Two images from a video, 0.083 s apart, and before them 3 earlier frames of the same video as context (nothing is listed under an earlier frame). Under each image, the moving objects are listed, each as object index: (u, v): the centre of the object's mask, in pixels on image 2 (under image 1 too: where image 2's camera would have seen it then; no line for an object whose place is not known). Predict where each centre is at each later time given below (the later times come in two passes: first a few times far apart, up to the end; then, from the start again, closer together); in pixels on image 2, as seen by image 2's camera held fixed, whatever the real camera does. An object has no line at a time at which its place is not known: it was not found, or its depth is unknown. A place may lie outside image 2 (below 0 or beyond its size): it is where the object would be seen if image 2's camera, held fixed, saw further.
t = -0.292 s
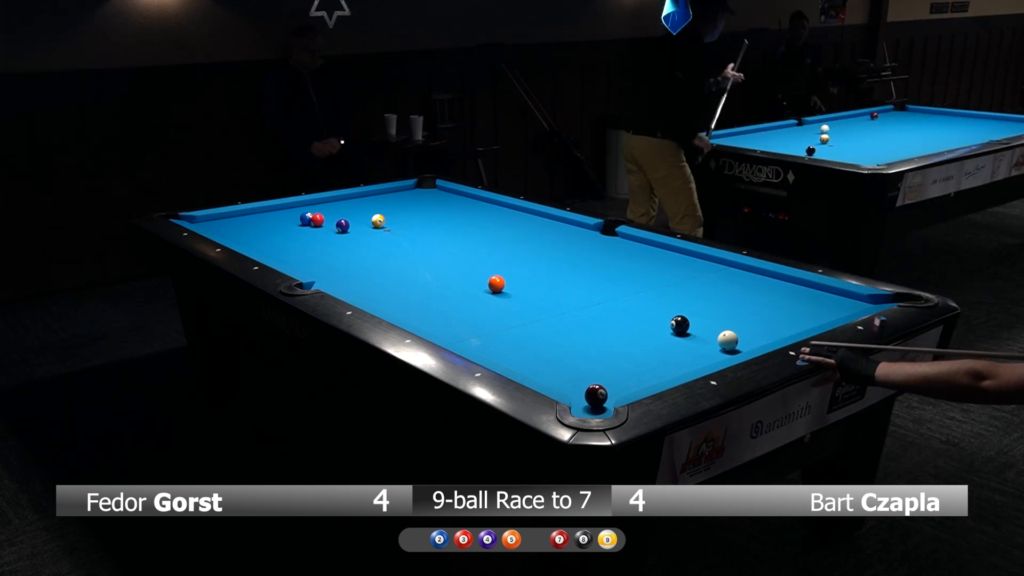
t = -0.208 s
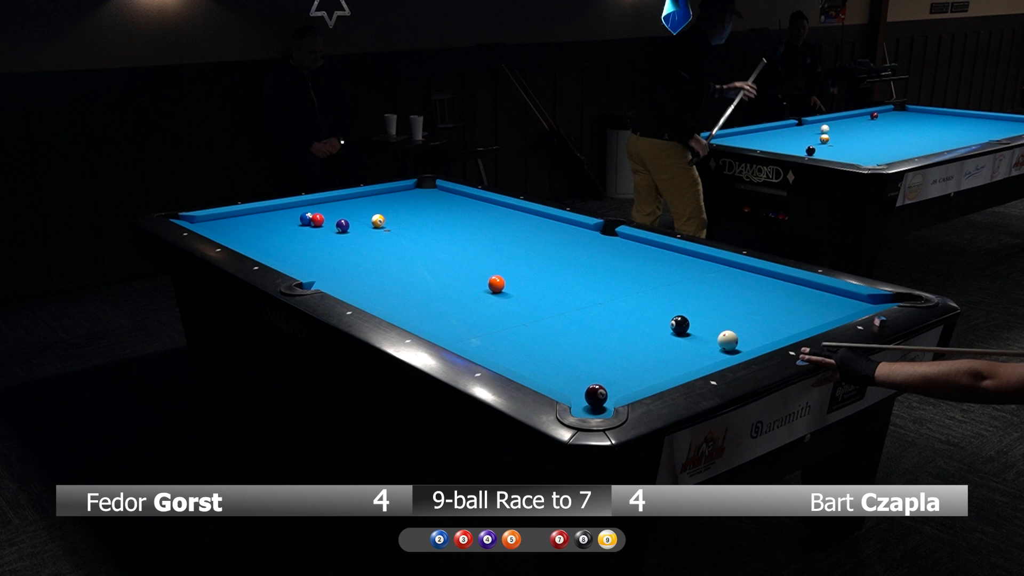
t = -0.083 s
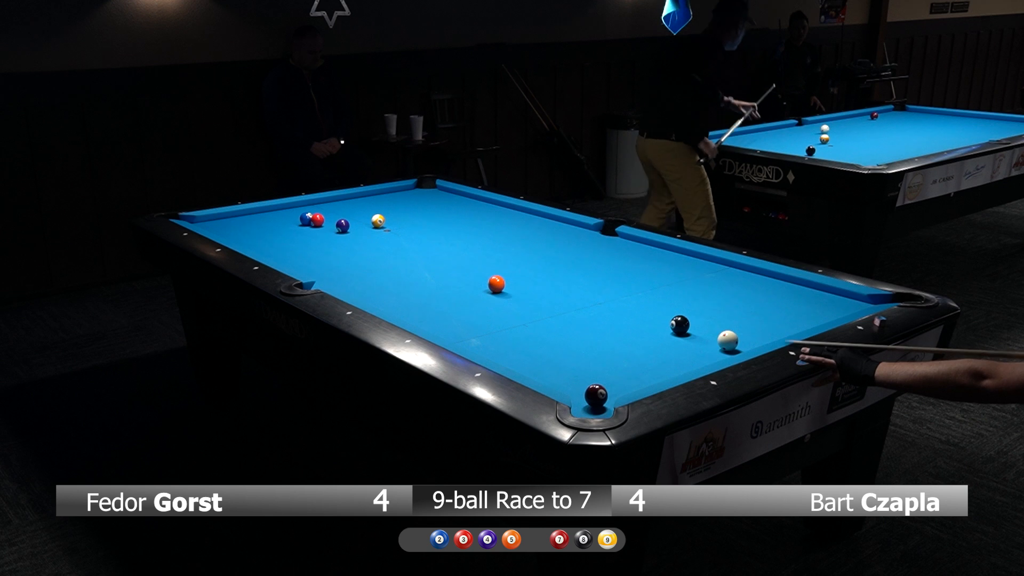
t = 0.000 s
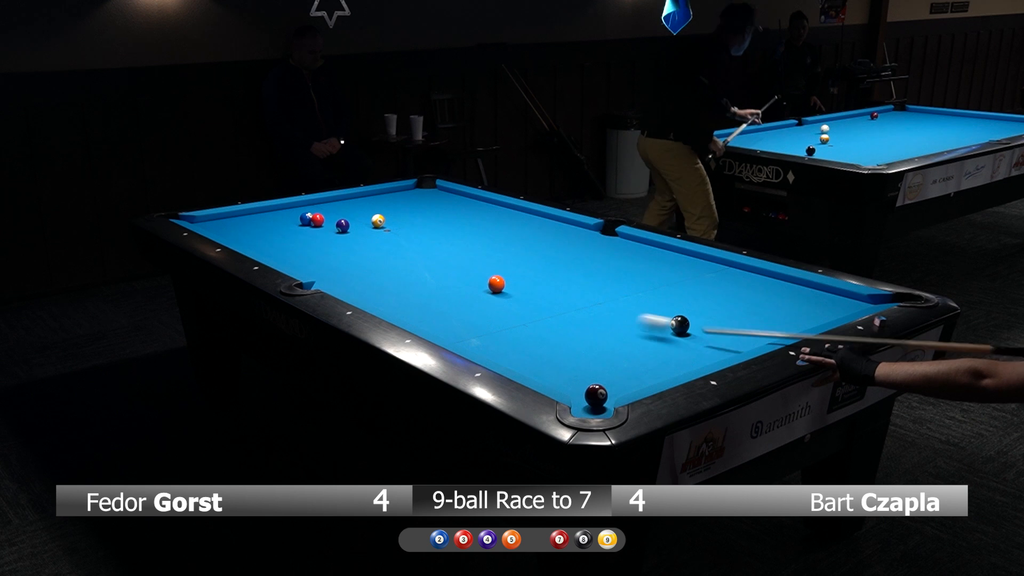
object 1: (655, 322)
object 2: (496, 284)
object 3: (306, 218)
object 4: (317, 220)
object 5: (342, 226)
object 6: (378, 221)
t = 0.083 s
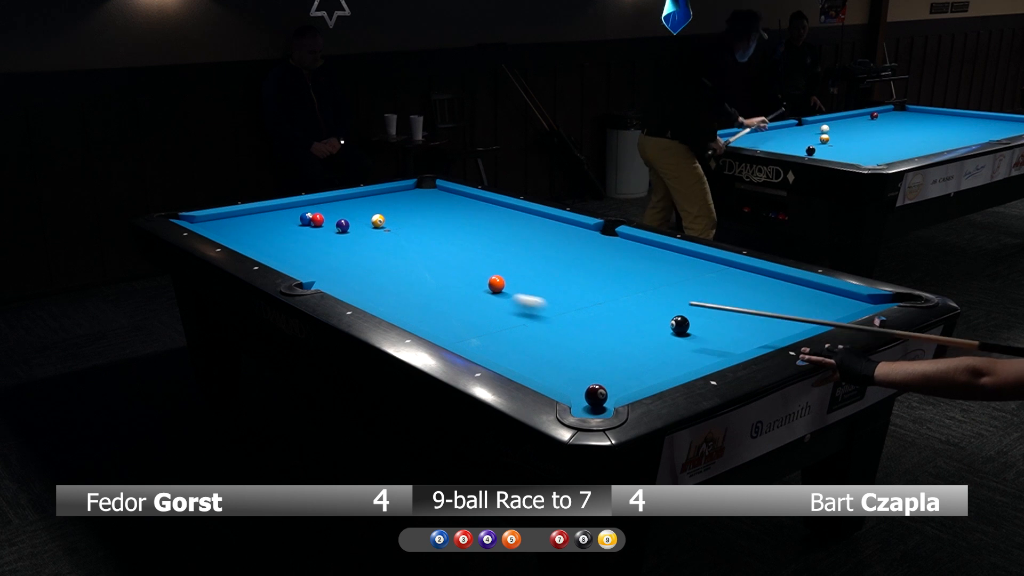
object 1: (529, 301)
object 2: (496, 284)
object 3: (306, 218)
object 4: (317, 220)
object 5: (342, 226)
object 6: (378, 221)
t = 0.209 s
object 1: (371, 276)
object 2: (496, 284)
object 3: (306, 218)
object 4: (317, 220)
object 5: (342, 226)
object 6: (378, 221)
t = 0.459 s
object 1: (257, 225)
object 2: (496, 284)
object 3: (306, 218)
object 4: (317, 220)
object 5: (342, 226)
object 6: (378, 221)
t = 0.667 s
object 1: (316, 214)
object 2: (496, 284)
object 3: (302, 220)
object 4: (327, 221)
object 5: (342, 226)
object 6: (378, 221)
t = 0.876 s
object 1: (392, 206)
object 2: (496, 284)
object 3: (277, 229)
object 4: (359, 220)
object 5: (368, 236)
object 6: (378, 221)
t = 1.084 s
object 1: (459, 198)
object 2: (496, 284)
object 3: (252, 238)
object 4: (373, 218)
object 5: (395, 247)
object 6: (386, 221)
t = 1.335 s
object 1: (452, 206)
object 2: (496, 284)
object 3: (254, 243)
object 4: (384, 214)
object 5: (430, 260)
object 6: (398, 222)
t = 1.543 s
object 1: (433, 216)
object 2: (496, 284)
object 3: (277, 241)
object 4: (393, 212)
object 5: (460, 272)
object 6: (407, 222)
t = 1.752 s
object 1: (429, 223)
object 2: (507, 287)
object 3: (298, 240)
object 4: (401, 209)
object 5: (482, 282)
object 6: (399, 225)
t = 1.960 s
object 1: (437, 229)
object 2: (536, 295)
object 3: (319, 239)
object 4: (409, 207)
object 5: (484, 287)
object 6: (381, 229)
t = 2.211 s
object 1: (446, 236)
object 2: (569, 303)
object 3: (341, 237)
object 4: (417, 205)
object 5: (486, 292)
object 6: (361, 235)
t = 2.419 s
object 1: (454, 242)
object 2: (597, 311)
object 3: (336, 237)
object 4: (423, 203)
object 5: (487, 297)
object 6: (367, 239)
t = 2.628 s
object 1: (461, 248)
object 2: (626, 318)
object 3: (330, 238)
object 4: (428, 201)
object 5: (489, 301)
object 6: (375, 242)
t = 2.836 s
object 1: (469, 254)
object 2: (655, 326)
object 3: (324, 238)
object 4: (433, 200)
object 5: (490, 306)
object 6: (382, 245)
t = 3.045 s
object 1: (477, 261)
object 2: (682, 333)
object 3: (320, 238)
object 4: (438, 198)
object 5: (492, 309)
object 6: (389, 248)
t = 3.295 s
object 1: (487, 268)
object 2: (712, 344)
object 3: (315, 239)
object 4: (442, 197)
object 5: (493, 314)
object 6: (397, 251)
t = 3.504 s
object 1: (495, 274)
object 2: (735, 349)
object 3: (312, 239)
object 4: (446, 196)
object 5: (494, 317)
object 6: (403, 254)
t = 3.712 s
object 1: (503, 281)
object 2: (721, 347)
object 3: (310, 239)
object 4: (449, 195)
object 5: (495, 320)
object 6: (409, 257)
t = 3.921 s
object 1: (512, 287)
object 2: (707, 343)
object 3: (309, 239)
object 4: (451, 194)
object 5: (496, 322)
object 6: (414, 259)
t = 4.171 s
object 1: (522, 294)
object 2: (692, 338)
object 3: (309, 239)
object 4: (454, 193)
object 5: (496, 325)
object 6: (420, 262)
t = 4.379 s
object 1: (530, 300)
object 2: (681, 333)
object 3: (309, 239)
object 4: (456, 193)
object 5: (496, 327)
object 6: (425, 264)
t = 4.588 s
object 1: (538, 306)
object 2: (670, 330)
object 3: (309, 239)
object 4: (457, 192)
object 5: (496, 329)
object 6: (429, 266)
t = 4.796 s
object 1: (546, 312)
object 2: (660, 327)
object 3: (309, 239)
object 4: (456, 192)
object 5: (496, 330)
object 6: (432, 268)
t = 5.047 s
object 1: (556, 319)
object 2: (650, 324)
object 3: (309, 239)
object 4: (456, 192)
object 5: (496, 331)
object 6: (436, 270)
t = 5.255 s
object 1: (564, 324)
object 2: (643, 321)
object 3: (309, 239)
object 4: (456, 192)
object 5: (497, 331)
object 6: (438, 271)
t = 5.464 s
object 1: (571, 329)
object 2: (636, 319)
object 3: (309, 239)
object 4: (456, 192)
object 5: (497, 331)
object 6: (441, 272)
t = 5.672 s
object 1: (578, 334)
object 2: (631, 318)
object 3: (309, 239)
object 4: (456, 192)
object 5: (497, 331)
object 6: (442, 273)
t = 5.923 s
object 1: (586, 340)
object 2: (625, 316)
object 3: (309, 239)
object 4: (456, 192)
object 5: (497, 331)
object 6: (443, 274)
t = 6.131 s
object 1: (592, 345)
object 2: (622, 315)
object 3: (309, 239)
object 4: (456, 192)
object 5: (497, 331)
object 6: (444, 274)
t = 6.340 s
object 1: (598, 349)
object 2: (619, 314)
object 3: (309, 239)
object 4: (456, 192)
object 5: (496, 331)
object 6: (444, 274)
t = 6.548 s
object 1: (603, 353)
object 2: (617, 313)
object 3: (309, 239)
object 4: (456, 192)
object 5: (497, 331)
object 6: (444, 274)
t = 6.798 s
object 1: (609, 357)
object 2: (616, 312)
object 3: (309, 239)
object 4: (456, 192)
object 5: (497, 331)
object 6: (444, 274)
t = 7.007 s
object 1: (613, 361)
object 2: (616, 312)
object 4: (456, 192)
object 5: (497, 331)
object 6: (444, 274)
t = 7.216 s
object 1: (616, 363)
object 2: (616, 312)
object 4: (456, 192)
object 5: (496, 331)
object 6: (444, 274)
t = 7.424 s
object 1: (619, 366)
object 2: (616, 312)
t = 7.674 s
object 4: (456, 192)
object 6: (440, 269)
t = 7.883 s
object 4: (456, 192)
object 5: (496, 331)
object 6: (444, 274)
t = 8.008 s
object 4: (456, 192)
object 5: (496, 331)
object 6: (444, 274)
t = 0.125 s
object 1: (472, 292)
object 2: (496, 284)
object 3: (306, 218)
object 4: (317, 220)
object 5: (342, 226)
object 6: (378, 221)
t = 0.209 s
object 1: (371, 276)
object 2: (496, 284)
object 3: (306, 218)
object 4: (317, 220)
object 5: (342, 226)
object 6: (378, 221)
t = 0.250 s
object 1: (326, 269)
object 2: (496, 284)
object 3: (306, 218)
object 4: (317, 220)
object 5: (342, 226)
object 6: (378, 221)
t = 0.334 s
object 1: (273, 251)
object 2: (496, 284)
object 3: (306, 218)
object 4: (317, 220)
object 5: (342, 226)
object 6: (378, 221)
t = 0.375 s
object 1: (268, 242)
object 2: (496, 284)
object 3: (306, 218)
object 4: (317, 220)
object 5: (342, 226)
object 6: (378, 220)
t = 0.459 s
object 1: (257, 225)
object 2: (496, 284)
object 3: (306, 218)
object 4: (317, 220)
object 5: (342, 226)
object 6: (378, 221)
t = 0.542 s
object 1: (247, 211)
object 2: (496, 284)
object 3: (306, 218)
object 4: (317, 220)
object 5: (342, 226)
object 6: (378, 221)
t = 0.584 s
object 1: (272, 213)
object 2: (496, 284)
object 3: (306, 218)
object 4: (317, 220)
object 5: (342, 226)
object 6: (378, 221)
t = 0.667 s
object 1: (316, 214)
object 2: (496, 284)
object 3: (302, 220)
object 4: (327, 221)
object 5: (342, 226)
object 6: (378, 221)
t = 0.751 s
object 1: (349, 210)
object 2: (496, 284)
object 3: (291, 224)
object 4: (343, 221)
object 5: (351, 229)
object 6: (378, 220)
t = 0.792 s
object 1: (363, 209)
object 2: (496, 284)
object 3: (286, 226)
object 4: (349, 221)
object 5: (357, 231)
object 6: (378, 220)
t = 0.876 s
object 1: (392, 206)
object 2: (496, 284)
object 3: (277, 229)
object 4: (359, 220)
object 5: (368, 236)
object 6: (378, 221)
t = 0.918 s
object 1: (406, 204)
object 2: (496, 284)
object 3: (272, 231)
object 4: (363, 220)
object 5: (374, 238)
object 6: (378, 221)
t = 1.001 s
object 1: (433, 201)
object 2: (496, 284)
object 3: (262, 235)
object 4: (368, 219)
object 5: (384, 242)
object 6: (382, 221)
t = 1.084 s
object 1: (459, 198)
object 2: (496, 284)
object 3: (252, 238)
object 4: (373, 218)
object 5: (395, 247)
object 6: (386, 221)
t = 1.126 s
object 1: (472, 197)
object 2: (496, 284)
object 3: (248, 240)
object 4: (375, 217)
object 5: (401, 249)
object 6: (388, 221)
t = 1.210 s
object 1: (465, 200)
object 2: (496, 284)
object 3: (240, 241)
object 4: (379, 216)
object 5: (412, 253)
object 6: (392, 221)
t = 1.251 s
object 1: (461, 202)
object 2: (496, 284)
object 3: (245, 242)
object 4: (381, 215)
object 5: (418, 255)
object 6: (394, 221)
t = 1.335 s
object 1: (452, 206)
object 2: (496, 284)
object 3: (254, 243)
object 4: (384, 214)
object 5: (430, 260)
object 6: (398, 222)
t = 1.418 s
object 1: (444, 210)
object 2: (496, 284)
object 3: (263, 242)
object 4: (388, 213)
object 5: (442, 265)
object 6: (401, 222)
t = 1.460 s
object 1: (441, 212)
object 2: (496, 284)
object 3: (268, 242)
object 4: (390, 213)
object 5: (448, 267)
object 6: (403, 222)
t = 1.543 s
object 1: (433, 216)
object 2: (496, 284)
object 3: (277, 241)
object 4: (393, 212)
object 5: (460, 272)
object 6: (407, 222)
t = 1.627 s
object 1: (425, 220)
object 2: (496, 284)
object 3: (286, 241)
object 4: (397, 211)
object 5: (473, 277)
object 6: (410, 222)
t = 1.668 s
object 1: (425, 221)
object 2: (496, 284)
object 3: (290, 241)
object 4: (398, 210)
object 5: (480, 280)
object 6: (408, 223)
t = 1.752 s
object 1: (429, 223)
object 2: (507, 287)
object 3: (298, 240)
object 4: (401, 209)
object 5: (482, 282)
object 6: (399, 225)
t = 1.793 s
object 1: (431, 224)
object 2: (514, 289)
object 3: (302, 240)
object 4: (403, 209)
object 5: (482, 283)
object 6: (395, 226)
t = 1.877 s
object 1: (434, 227)
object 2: (525, 291)
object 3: (311, 239)
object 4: (406, 208)
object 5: (483, 285)
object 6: (388, 228)
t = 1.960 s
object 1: (437, 229)
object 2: (536, 295)
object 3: (319, 239)
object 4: (409, 207)
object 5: (484, 287)
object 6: (381, 229)
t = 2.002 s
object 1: (438, 230)
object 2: (541, 296)
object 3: (322, 239)
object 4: (410, 207)
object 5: (484, 288)
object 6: (378, 231)
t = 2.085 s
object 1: (441, 232)
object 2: (552, 299)
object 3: (330, 238)
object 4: (413, 206)
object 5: (485, 290)
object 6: (371, 232)
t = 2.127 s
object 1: (443, 234)
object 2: (558, 300)
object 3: (334, 238)
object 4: (414, 206)
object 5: (485, 291)
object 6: (368, 233)
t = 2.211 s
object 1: (446, 236)
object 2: (569, 303)
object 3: (341, 237)
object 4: (417, 205)
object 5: (486, 292)
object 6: (361, 235)
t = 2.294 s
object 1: (449, 238)
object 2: (580, 306)
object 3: (340, 237)
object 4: (419, 204)
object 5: (486, 294)
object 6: (363, 237)
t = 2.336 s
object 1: (451, 239)
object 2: (586, 308)
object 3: (339, 237)
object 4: (420, 204)
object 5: (487, 295)
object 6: (364, 237)
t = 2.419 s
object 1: (454, 242)
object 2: (597, 311)
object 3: (336, 237)
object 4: (423, 203)
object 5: (487, 297)
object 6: (367, 239)
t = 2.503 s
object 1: (457, 244)
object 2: (608, 314)
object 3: (333, 238)
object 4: (425, 202)
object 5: (488, 299)
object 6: (370, 240)
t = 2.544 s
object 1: (458, 246)
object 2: (614, 315)
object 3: (332, 238)
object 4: (426, 202)
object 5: (488, 300)
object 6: (372, 241)
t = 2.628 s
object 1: (461, 248)
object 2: (626, 318)
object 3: (330, 238)
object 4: (428, 201)
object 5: (489, 301)
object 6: (375, 242)
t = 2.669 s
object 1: (463, 249)
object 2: (632, 320)
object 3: (329, 238)
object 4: (429, 201)
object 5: (489, 302)
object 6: (376, 242)
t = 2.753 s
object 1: (466, 252)
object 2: (643, 323)
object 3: (326, 238)
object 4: (431, 200)
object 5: (490, 304)
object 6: (379, 244)
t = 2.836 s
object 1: (469, 254)
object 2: (655, 326)
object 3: (324, 238)
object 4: (433, 200)
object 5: (490, 306)
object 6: (382, 245)
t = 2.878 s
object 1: (471, 255)
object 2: (660, 327)
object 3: (323, 238)
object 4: (434, 199)
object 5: (491, 307)
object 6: (383, 246)
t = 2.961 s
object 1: (474, 258)
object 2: (671, 331)
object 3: (321, 238)
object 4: (436, 199)
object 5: (491, 308)
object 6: (386, 247)
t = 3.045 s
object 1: (477, 261)
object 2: (682, 333)
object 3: (320, 238)
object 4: (438, 198)
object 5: (492, 309)
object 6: (389, 248)
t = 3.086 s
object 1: (479, 261)
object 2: (686, 336)
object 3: (319, 238)
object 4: (438, 198)
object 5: (492, 310)
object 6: (390, 249)
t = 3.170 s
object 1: (482, 264)
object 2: (697, 339)
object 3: (317, 239)
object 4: (440, 198)
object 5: (493, 312)
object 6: (393, 250)
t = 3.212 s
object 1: (483, 265)
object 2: (702, 341)
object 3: (317, 238)
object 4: (441, 197)
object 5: (493, 312)
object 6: (394, 250)
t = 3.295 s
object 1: (487, 268)
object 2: (712, 344)
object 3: (315, 239)
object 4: (442, 197)
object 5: (493, 314)
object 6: (397, 251)
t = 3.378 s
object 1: (490, 270)
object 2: (722, 347)
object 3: (314, 238)
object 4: (443, 196)
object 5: (494, 315)
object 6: (399, 253)
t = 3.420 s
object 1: (492, 272)
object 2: (727, 348)
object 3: (313, 238)
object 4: (444, 196)
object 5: (494, 316)
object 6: (400, 253)
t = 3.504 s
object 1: (495, 274)
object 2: (735, 349)
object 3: (312, 239)
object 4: (446, 196)
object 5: (494, 317)
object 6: (403, 254)
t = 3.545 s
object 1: (497, 276)
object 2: (732, 348)
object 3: (312, 239)
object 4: (446, 195)
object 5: (495, 318)
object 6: (404, 255)
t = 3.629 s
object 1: (500, 278)
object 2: (726, 348)
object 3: (311, 239)
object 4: (447, 195)
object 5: (495, 319)
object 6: (406, 256)
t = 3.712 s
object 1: (503, 281)
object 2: (721, 347)
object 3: (310, 239)
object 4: (449, 195)
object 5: (495, 320)
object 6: (409, 257)
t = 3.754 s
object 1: (505, 282)
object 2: (718, 347)
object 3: (310, 239)
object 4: (449, 195)
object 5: (496, 320)
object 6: (410, 257)
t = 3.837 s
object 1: (508, 284)
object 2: (712, 344)
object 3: (309, 239)
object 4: (450, 194)
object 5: (496, 322)
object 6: (412, 258)
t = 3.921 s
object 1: (512, 287)
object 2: (707, 343)
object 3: (309, 239)
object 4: (451, 194)
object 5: (496, 322)
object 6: (414, 259)
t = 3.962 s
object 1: (513, 288)
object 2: (704, 342)
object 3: (309, 239)
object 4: (452, 194)
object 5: (496, 323)
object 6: (415, 260)
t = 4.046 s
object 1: (517, 290)
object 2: (699, 340)
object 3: (309, 239)
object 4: (453, 194)
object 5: (496, 324)
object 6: (417, 260)
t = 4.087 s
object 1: (518, 291)
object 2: (697, 339)
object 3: (309, 239)
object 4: (453, 193)
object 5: (496, 324)
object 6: (418, 261)
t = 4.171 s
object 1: (522, 294)
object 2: (692, 338)
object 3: (309, 239)
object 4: (454, 193)
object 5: (496, 325)
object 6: (420, 262)
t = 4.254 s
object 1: (525, 296)
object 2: (687, 336)
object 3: (309, 239)
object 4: (455, 193)
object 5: (496, 326)
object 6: (422, 263)
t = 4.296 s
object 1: (527, 298)
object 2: (685, 335)
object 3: (309, 239)
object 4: (455, 193)
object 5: (496, 326)
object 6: (423, 263)
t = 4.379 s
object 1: (530, 300)
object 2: (681, 333)
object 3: (309, 239)
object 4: (456, 193)
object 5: (496, 327)
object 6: (425, 264)
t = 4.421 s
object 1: (532, 301)
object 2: (678, 332)
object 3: (309, 239)
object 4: (456, 193)
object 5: (496, 328)
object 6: (426, 264)
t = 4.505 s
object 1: (535, 304)
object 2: (674, 331)
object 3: (309, 239)
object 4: (457, 192)
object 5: (496, 328)
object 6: (427, 265)
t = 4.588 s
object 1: (538, 306)
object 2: (670, 330)
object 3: (309, 239)
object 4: (457, 192)
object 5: (496, 329)
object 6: (429, 266)
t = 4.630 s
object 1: (540, 307)
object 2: (668, 330)
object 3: (309, 239)
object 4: (457, 192)
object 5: (496, 329)
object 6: (430, 266)
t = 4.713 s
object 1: (543, 310)
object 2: (664, 328)
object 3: (309, 239)
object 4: (457, 192)
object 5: (496, 330)
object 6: (431, 267)
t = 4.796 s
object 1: (546, 312)
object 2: (660, 327)
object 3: (309, 239)
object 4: (456, 192)
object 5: (496, 330)
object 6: (432, 268)
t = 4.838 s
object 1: (548, 313)
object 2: (659, 326)
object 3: (309, 239)
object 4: (456, 192)
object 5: (496, 330)
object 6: (433, 268)
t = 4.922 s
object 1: (551, 315)
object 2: (655, 325)
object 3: (309, 239)
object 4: (456, 192)
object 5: (496, 330)
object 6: (434, 269)
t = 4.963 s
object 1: (553, 317)
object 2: (653, 325)
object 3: (309, 239)
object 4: (456, 192)
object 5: (496, 331)
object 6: (435, 269)
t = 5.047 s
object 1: (556, 319)
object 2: (650, 324)
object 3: (309, 239)
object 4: (456, 192)
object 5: (496, 331)
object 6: (436, 270)
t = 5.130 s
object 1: (559, 321)
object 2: (647, 323)
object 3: (309, 239)
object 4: (456, 192)
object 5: (496, 331)
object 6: (437, 270)
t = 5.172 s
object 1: (561, 322)
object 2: (646, 322)
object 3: (309, 239)
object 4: (456, 192)
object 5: (496, 331)
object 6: (437, 270)
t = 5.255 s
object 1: (564, 324)
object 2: (643, 321)
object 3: (309, 239)
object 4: (456, 192)
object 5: (497, 331)
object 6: (438, 271)
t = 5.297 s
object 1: (565, 325)
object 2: (641, 321)
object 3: (309, 239)
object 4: (456, 192)
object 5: (497, 331)
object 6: (439, 271)
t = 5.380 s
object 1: (568, 327)
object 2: (639, 320)
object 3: (309, 239)
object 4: (456, 192)
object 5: (496, 331)
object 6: (440, 272)
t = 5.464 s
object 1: (571, 329)
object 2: (636, 319)
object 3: (309, 239)
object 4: (456, 192)
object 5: (497, 331)
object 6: (441, 272)
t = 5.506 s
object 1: (572, 331)
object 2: (635, 319)
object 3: (309, 239)
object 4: (456, 192)
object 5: (497, 331)
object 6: (441, 272)
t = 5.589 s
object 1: (575, 333)
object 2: (633, 318)
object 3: (309, 239)
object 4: (456, 192)
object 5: (497, 331)
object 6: (442, 272)
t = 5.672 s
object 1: (578, 334)
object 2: (631, 318)
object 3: (309, 239)
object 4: (456, 192)
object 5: (497, 331)
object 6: (442, 273)
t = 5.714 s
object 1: (579, 335)
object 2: (630, 317)
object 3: (309, 239)
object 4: (456, 192)
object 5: (497, 331)
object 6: (442, 273)
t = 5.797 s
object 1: (582, 337)
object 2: (628, 316)
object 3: (309, 239)
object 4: (456, 192)
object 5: (497, 331)
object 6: (443, 273)
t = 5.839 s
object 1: (583, 338)
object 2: (627, 316)
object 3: (309, 239)
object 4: (456, 192)
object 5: (497, 331)
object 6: (443, 273)
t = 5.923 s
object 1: (586, 340)
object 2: (625, 316)
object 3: (309, 239)
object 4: (456, 192)
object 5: (497, 331)
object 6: (443, 274)
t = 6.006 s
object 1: (588, 342)
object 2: (624, 315)
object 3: (309, 239)
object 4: (456, 192)
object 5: (497, 331)
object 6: (444, 274)
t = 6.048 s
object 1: (589, 343)
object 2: (623, 315)
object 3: (309, 239)
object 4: (456, 192)
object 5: (497, 331)
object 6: (444, 274)
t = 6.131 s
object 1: (592, 345)
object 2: (622, 315)
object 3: (309, 239)
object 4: (456, 192)
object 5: (497, 331)
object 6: (444, 274)
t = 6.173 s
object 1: (593, 346)
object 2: (621, 314)
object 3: (309, 239)
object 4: (456, 192)
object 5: (497, 331)
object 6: (444, 274)
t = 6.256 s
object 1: (595, 347)
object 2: (620, 314)
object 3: (309, 239)
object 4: (456, 192)
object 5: (497, 331)
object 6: (444, 274)
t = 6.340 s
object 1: (598, 349)
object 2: (619, 314)
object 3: (309, 239)
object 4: (456, 192)
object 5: (496, 331)
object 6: (444, 274)
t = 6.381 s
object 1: (599, 350)
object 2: (619, 314)
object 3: (309, 239)
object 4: (456, 192)
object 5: (497, 331)
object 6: (444, 274)
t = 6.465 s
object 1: (601, 352)
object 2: (618, 313)
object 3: (309, 239)
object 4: (456, 192)
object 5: (497, 331)
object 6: (444, 274)
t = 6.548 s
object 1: (603, 353)
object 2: (617, 313)
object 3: (309, 239)
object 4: (456, 192)
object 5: (497, 331)
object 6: (444, 274)
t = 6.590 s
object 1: (604, 353)
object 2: (617, 313)
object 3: (309, 239)
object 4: (456, 192)
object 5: (497, 331)
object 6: (444, 274)
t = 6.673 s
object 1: (606, 355)
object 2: (616, 313)
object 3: (309, 239)
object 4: (456, 192)
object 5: (496, 331)
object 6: (444, 274)
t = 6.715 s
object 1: (607, 356)
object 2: (616, 312)
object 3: (309, 239)
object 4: (456, 192)
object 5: (496, 331)
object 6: (444, 274)
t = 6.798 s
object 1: (609, 357)
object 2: (616, 312)
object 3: (309, 239)
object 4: (456, 192)
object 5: (497, 331)
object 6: (444, 274)
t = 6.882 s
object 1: (610, 359)
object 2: (616, 312)
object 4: (456, 192)
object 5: (497, 331)
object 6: (444, 274)
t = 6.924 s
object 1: (611, 359)
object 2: (616, 312)
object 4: (456, 192)
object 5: (497, 331)
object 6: (444, 274)
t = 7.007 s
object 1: (613, 361)
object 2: (616, 312)
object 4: (456, 192)
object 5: (497, 331)
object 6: (444, 274)
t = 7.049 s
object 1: (614, 361)
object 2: (616, 312)
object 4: (456, 192)
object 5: (497, 331)
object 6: (444, 274)
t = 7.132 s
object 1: (615, 362)
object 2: (616, 312)
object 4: (456, 192)
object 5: (497, 331)
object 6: (444, 274)
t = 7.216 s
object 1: (616, 363)
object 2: (616, 312)
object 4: (456, 192)
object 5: (496, 331)
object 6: (444, 274)
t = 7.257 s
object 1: (617, 364)
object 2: (616, 312)
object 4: (456, 192)
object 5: (496, 331)
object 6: (444, 274)
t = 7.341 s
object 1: (618, 365)
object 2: (616, 312)
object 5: (497, 330)
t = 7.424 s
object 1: (619, 366)
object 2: (616, 312)
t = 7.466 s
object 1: (621, 364)
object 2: (616, 312)
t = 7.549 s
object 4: (456, 192)
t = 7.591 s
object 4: (456, 192)
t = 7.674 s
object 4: (456, 192)
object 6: (440, 269)
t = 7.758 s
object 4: (456, 192)
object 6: (444, 274)
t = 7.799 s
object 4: (456, 192)
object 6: (444, 274)
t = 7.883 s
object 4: (456, 192)
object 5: (496, 331)
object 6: (444, 274)
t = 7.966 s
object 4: (456, 192)
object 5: (496, 331)
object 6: (444, 274)
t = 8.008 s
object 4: (456, 192)
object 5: (496, 331)
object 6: (444, 274)
